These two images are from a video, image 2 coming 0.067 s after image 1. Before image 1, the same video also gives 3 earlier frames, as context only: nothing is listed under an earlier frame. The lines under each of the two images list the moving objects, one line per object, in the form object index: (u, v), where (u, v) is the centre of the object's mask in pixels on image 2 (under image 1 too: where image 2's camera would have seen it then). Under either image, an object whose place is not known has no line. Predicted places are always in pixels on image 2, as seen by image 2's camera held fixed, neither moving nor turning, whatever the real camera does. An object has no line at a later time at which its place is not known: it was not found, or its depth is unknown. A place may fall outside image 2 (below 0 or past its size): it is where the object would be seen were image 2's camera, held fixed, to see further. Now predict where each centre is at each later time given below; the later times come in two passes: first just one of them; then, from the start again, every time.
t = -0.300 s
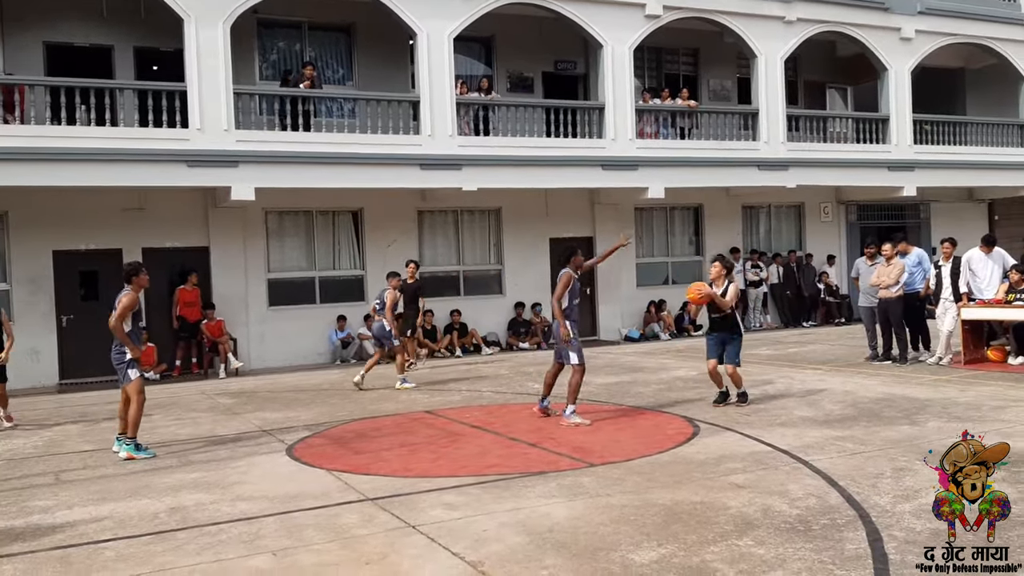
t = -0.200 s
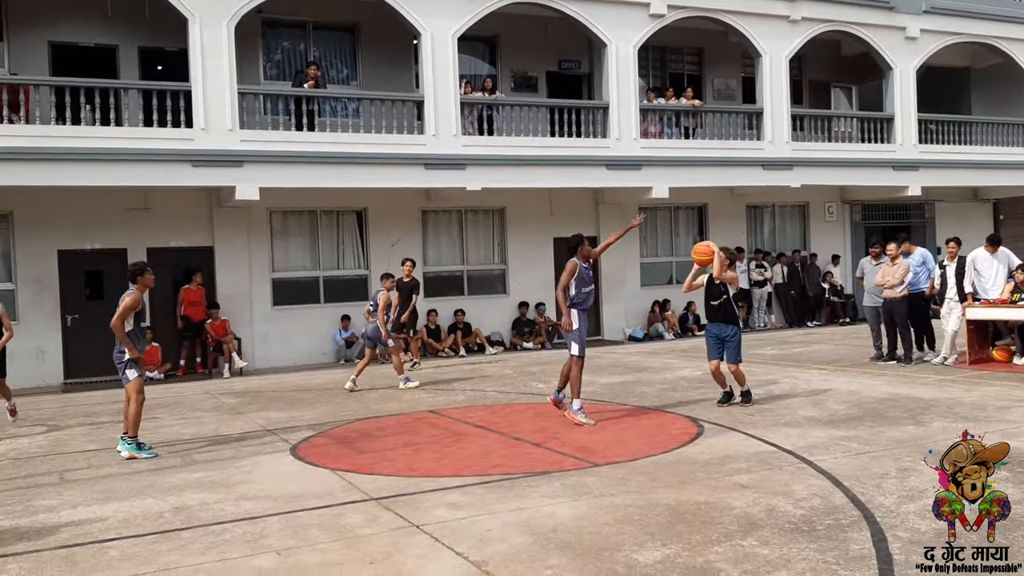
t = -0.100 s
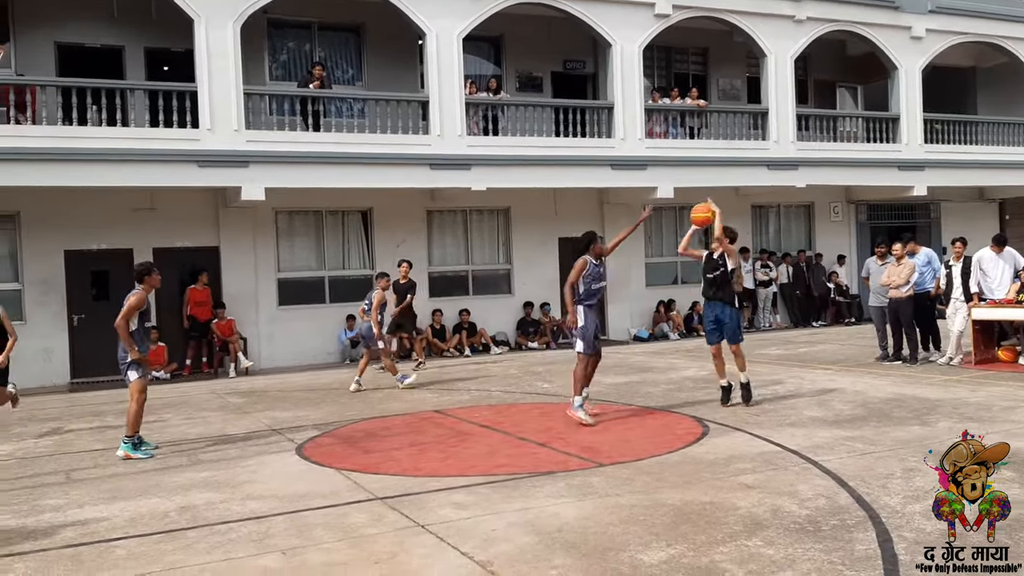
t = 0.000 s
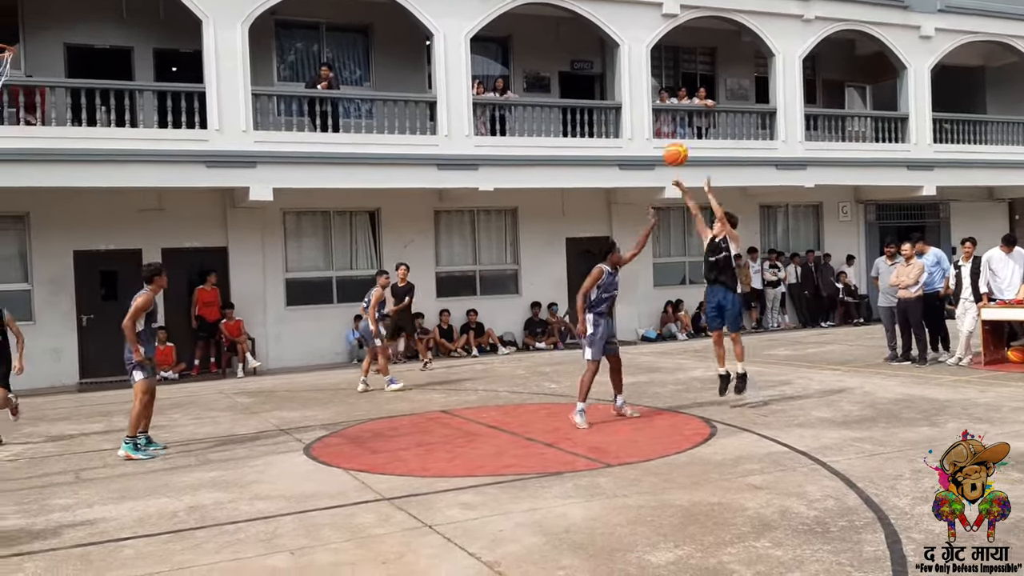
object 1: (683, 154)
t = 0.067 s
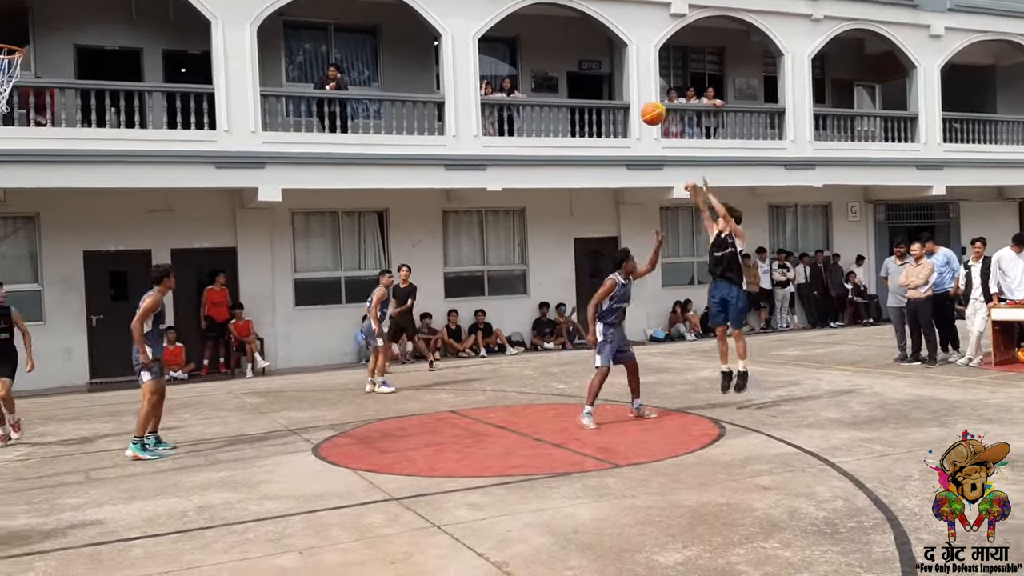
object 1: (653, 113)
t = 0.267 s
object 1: (557, 11)
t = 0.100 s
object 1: (638, 94)
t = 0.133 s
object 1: (621, 75)
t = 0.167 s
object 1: (606, 57)
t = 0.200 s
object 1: (590, 40)
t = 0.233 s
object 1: (574, 25)
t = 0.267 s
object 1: (557, 11)
